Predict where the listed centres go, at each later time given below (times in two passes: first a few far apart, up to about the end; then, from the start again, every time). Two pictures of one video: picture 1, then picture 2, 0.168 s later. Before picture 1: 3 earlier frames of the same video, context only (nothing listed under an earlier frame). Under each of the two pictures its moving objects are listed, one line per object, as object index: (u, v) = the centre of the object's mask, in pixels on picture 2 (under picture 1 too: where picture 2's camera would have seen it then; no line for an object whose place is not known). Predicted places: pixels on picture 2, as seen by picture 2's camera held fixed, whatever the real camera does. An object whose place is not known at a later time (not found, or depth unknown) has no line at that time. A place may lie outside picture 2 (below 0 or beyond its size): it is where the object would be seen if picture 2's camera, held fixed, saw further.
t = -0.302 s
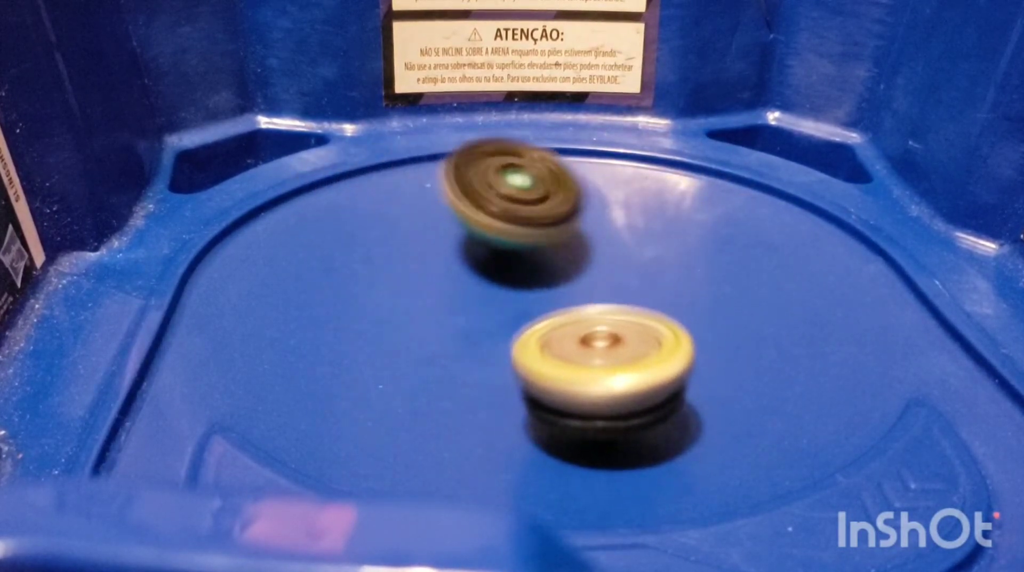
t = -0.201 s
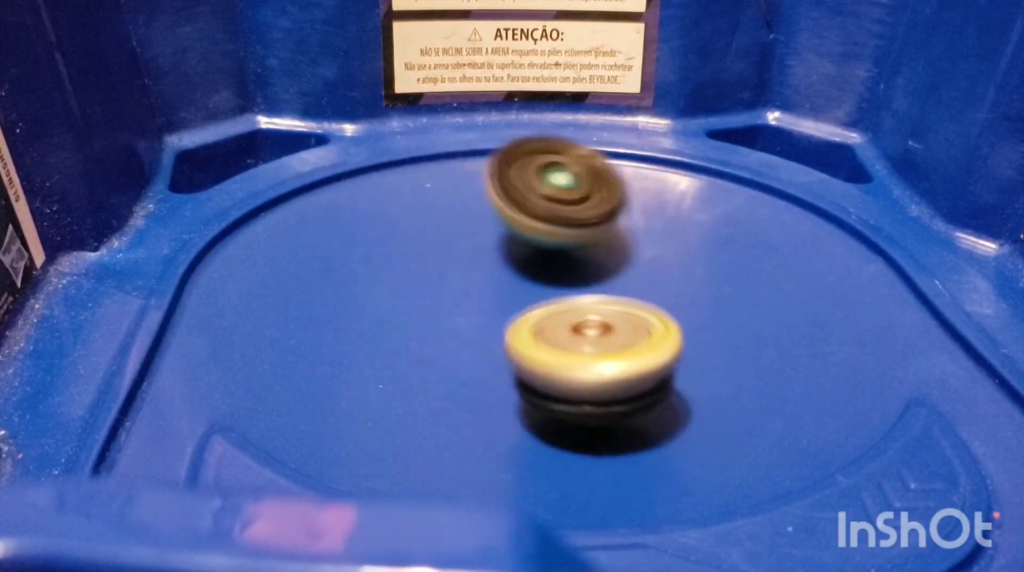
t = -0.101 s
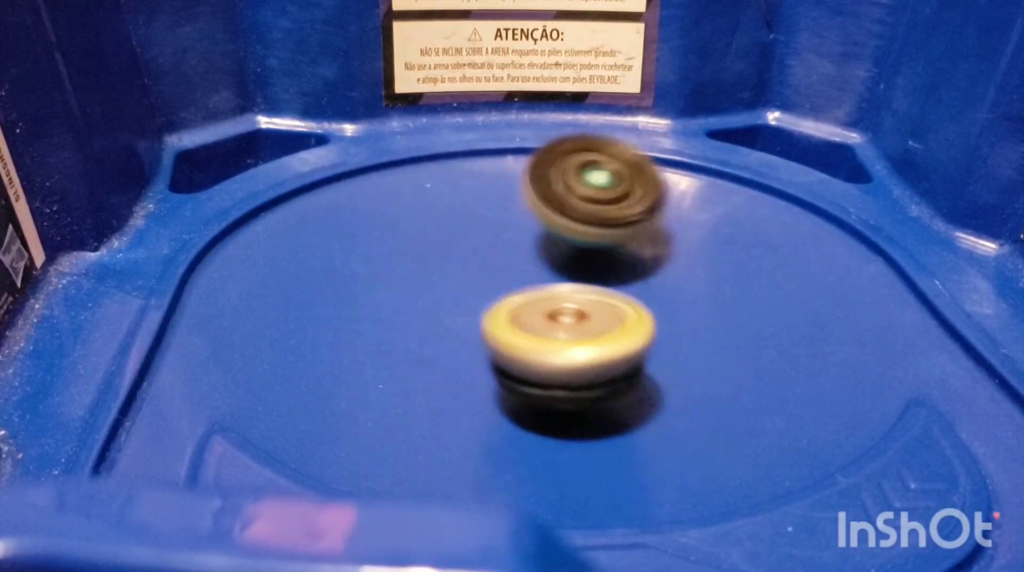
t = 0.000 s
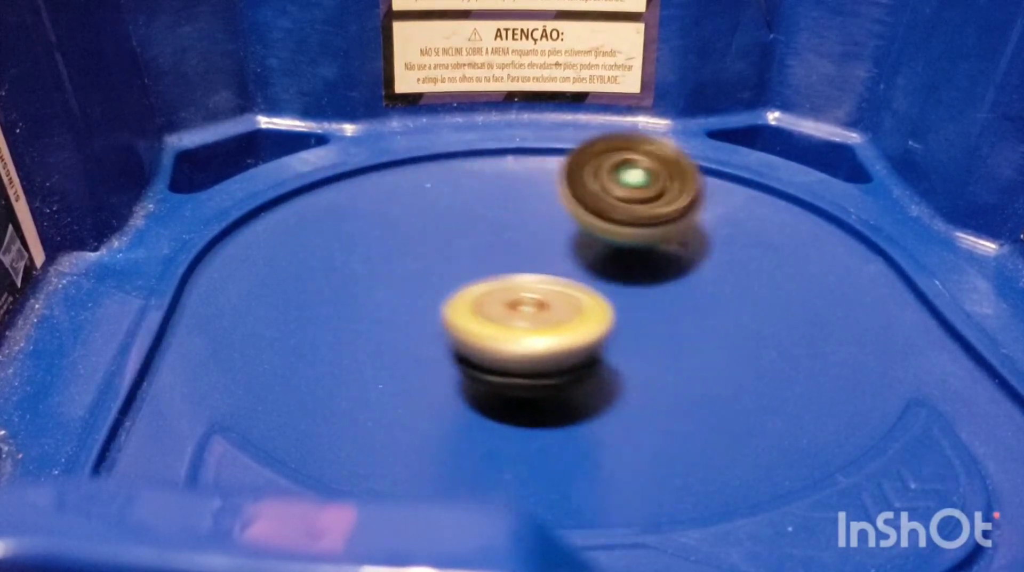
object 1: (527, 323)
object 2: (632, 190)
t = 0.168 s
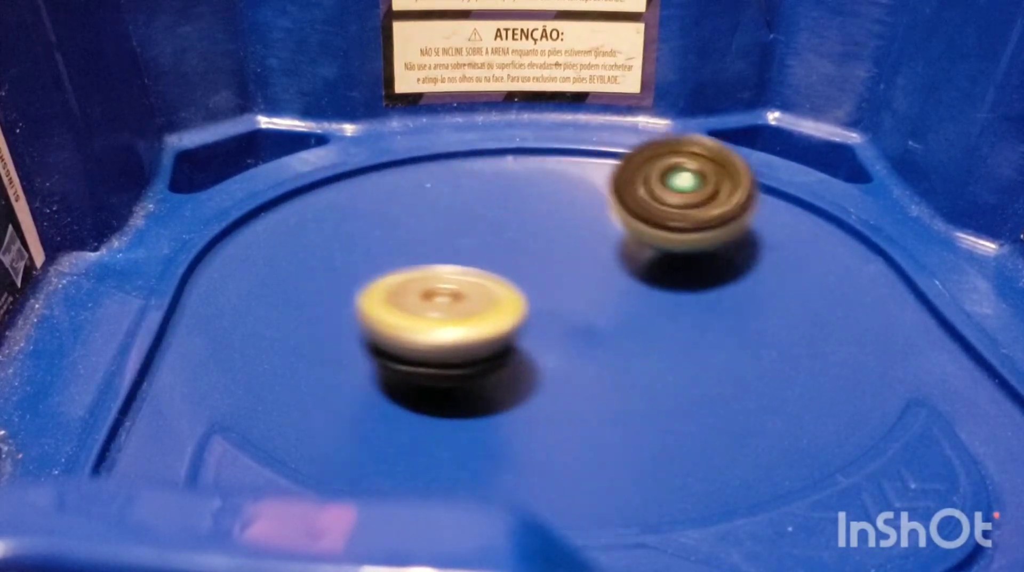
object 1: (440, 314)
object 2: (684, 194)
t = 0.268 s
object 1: (407, 315)
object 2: (706, 202)
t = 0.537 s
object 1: (438, 331)
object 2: (734, 253)
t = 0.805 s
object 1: (461, 263)
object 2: (711, 314)
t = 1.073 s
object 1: (376, 218)
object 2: (626, 356)
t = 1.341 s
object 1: (408, 268)
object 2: (494, 358)
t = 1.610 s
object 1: (516, 201)
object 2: (418, 376)
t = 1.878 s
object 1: (478, 177)
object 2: (422, 323)
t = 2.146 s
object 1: (531, 195)
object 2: (417, 266)
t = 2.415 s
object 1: (592, 206)
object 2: (446, 236)
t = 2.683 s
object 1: (672, 215)
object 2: (470, 217)
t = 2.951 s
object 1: (704, 231)
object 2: (541, 225)
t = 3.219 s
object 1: (742, 258)
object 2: (579, 228)
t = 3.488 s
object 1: (717, 293)
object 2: (579, 240)
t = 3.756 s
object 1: (677, 329)
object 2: (582, 243)
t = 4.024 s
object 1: (614, 338)
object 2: (560, 237)
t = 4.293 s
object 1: (524, 332)
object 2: (518, 239)
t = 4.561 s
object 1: (448, 314)
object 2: (507, 233)
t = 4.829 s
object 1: (387, 289)
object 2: (515, 221)
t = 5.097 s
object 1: (388, 257)
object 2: (554, 230)
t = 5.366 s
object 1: (432, 228)
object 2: (615, 246)
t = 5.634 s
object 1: (494, 205)
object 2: (652, 260)
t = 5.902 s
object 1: (555, 193)
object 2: (638, 274)
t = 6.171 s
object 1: (608, 197)
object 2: (596, 293)
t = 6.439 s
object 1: (656, 229)
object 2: (548, 303)
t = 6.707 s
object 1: (690, 267)
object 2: (496, 288)
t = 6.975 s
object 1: (691, 299)
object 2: (476, 268)
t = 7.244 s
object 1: (649, 322)
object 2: (467, 244)
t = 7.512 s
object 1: (560, 331)
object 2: (494, 240)
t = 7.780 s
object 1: (469, 322)
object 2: (565, 240)
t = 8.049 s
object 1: (421, 297)
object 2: (618, 240)
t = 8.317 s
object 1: (431, 270)
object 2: (620, 246)
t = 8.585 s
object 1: (463, 236)
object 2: (613, 266)
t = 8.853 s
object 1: (512, 211)
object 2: (611, 294)
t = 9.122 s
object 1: (561, 204)
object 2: (605, 295)
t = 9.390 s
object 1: (611, 218)
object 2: (557, 302)
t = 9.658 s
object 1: (670, 247)
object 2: (526, 318)
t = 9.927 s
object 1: (698, 258)
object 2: (500, 328)
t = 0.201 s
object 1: (426, 314)
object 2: (692, 196)
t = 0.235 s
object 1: (416, 314)
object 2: (700, 199)
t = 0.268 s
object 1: (407, 315)
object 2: (706, 202)
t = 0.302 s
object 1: (402, 317)
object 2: (712, 208)
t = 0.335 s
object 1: (399, 320)
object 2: (717, 213)
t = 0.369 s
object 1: (399, 323)
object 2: (721, 219)
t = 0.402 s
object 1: (403, 326)
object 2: (725, 224)
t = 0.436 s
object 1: (409, 329)
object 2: (727, 231)
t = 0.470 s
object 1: (417, 332)
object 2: (730, 238)
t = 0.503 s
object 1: (427, 333)
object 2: (732, 246)
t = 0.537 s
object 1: (438, 331)
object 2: (734, 253)
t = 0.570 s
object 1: (449, 328)
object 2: (733, 262)
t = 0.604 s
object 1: (459, 323)
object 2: (734, 269)
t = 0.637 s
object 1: (469, 317)
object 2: (732, 277)
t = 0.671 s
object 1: (474, 309)
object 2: (730, 285)
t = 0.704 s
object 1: (477, 299)
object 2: (726, 293)
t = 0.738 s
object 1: (475, 288)
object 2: (723, 300)
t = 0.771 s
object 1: (470, 276)
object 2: (717, 307)
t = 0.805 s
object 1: (461, 263)
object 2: (711, 314)
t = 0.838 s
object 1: (452, 250)
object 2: (704, 321)
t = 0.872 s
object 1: (441, 240)
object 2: (696, 327)
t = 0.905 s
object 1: (430, 232)
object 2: (687, 333)
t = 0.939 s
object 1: (418, 226)
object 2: (677, 338)
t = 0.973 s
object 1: (408, 221)
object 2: (665, 344)
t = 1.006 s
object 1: (396, 218)
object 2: (653, 348)
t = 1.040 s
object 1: (386, 217)
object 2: (640, 352)
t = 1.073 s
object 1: (376, 218)
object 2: (626, 356)
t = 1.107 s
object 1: (369, 221)
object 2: (611, 358)
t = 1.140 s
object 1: (363, 228)
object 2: (595, 360)
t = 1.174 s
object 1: (360, 235)
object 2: (579, 362)
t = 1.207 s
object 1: (362, 241)
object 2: (563, 363)
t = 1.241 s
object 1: (367, 250)
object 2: (546, 363)
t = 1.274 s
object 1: (376, 258)
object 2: (527, 362)
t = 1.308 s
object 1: (390, 265)
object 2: (511, 360)
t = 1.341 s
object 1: (408, 268)
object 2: (494, 358)
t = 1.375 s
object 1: (429, 267)
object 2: (479, 359)
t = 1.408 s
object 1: (451, 259)
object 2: (469, 363)
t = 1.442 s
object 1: (470, 252)
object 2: (458, 370)
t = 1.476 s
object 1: (484, 244)
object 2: (447, 374)
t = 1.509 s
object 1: (496, 231)
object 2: (438, 376)
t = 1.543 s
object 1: (506, 223)
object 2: (429, 378)
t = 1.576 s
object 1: (512, 213)
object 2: (423, 378)
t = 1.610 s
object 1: (516, 201)
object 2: (418, 376)
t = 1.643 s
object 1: (517, 193)
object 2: (415, 374)
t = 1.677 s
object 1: (514, 186)
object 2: (413, 370)
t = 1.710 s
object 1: (510, 180)
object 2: (412, 364)
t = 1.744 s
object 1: (504, 176)
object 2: (414, 358)
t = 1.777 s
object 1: (496, 174)
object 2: (415, 350)
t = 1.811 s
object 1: (489, 174)
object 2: (417, 341)
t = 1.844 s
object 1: (483, 175)
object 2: (419, 332)
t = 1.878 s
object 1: (478, 177)
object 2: (422, 323)
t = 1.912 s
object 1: (474, 180)
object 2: (425, 312)
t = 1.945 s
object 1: (473, 184)
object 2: (427, 301)
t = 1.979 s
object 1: (472, 190)
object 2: (429, 291)
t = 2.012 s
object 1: (477, 193)
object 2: (431, 280)
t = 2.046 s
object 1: (485, 196)
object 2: (430, 273)
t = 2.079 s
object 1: (502, 196)
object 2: (422, 271)
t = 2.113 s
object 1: (518, 195)
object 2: (419, 269)
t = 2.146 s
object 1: (531, 195)
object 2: (417, 266)
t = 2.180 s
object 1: (544, 196)
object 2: (416, 262)
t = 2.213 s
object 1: (554, 196)
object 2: (417, 258)
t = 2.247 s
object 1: (562, 198)
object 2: (419, 254)
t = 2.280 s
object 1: (570, 199)
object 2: (421, 250)
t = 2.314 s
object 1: (576, 200)
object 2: (426, 246)
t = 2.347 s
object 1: (582, 202)
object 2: (432, 243)
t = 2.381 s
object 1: (587, 203)
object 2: (438, 239)
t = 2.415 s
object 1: (592, 206)
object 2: (446, 236)
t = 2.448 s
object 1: (596, 208)
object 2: (454, 232)
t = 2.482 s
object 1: (607, 209)
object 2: (457, 228)
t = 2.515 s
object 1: (623, 209)
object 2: (456, 225)
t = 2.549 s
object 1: (637, 210)
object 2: (457, 223)
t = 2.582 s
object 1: (649, 212)
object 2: (459, 221)
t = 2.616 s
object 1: (659, 212)
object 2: (461, 219)
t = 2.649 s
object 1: (666, 214)
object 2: (466, 218)
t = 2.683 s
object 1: (672, 215)
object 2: (470, 217)
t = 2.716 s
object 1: (678, 216)
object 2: (475, 217)
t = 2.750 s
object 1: (683, 217)
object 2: (482, 217)
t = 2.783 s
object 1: (687, 219)
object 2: (489, 218)
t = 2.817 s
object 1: (692, 220)
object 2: (498, 220)
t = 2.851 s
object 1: (695, 223)
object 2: (508, 222)
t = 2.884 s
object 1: (699, 226)
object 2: (518, 223)
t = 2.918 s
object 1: (701, 228)
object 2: (529, 224)
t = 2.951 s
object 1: (704, 231)
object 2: (541, 225)
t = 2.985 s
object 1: (710, 235)
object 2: (552, 226)
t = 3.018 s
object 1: (722, 239)
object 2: (555, 225)
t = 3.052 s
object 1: (732, 242)
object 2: (560, 225)
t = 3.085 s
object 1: (738, 246)
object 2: (564, 225)
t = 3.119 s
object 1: (742, 249)
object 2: (568, 225)
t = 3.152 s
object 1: (743, 252)
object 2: (572, 226)
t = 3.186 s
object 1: (743, 255)
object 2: (576, 226)
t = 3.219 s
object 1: (742, 258)
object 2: (579, 228)
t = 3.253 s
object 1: (739, 262)
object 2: (582, 229)
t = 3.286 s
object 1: (735, 266)
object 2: (585, 231)
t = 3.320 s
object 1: (733, 270)
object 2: (585, 232)
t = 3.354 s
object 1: (734, 276)
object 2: (583, 233)
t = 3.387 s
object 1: (732, 281)
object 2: (581, 234)
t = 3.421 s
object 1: (728, 285)
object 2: (579, 236)
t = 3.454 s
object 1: (723, 289)
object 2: (579, 238)
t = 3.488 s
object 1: (717, 293)
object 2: (579, 240)
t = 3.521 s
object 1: (710, 297)
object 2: (579, 242)
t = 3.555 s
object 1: (704, 302)
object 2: (579, 242)
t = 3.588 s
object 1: (701, 307)
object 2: (579, 242)
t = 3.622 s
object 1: (697, 312)
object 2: (579, 242)
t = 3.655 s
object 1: (693, 317)
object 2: (580, 243)
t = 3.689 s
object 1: (688, 322)
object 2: (581, 243)
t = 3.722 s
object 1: (683, 326)
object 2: (581, 243)
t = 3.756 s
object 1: (677, 329)
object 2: (582, 243)
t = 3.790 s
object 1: (671, 332)
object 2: (582, 242)
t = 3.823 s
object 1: (664, 334)
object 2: (581, 242)
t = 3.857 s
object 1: (657, 336)
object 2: (580, 242)
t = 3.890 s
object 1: (650, 337)
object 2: (578, 241)
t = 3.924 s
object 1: (642, 338)
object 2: (576, 240)
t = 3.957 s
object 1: (634, 338)
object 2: (571, 238)
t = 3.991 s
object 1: (624, 338)
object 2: (566, 238)
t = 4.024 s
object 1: (614, 338)
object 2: (560, 237)
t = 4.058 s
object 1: (604, 338)
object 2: (554, 237)
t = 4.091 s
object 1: (592, 338)
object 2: (548, 238)
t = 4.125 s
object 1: (581, 337)
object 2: (541, 238)
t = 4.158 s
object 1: (569, 337)
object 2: (536, 238)
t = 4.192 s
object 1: (557, 337)
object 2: (530, 238)
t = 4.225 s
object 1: (545, 335)
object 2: (525, 238)
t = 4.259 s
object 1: (534, 335)
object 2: (521, 239)
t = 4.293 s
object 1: (524, 332)
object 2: (518, 239)
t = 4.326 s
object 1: (514, 332)
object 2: (516, 239)
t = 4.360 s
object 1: (504, 329)
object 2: (514, 239)
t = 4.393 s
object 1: (495, 326)
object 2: (514, 238)
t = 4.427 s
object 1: (484, 326)
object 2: (513, 237)
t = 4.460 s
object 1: (474, 324)
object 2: (512, 237)
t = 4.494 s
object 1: (464, 322)
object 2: (510, 235)
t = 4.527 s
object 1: (456, 318)
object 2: (508, 234)
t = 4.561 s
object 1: (448, 314)
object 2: (507, 233)
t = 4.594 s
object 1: (436, 312)
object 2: (508, 231)
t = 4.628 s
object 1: (424, 310)
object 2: (509, 229)
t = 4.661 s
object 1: (414, 308)
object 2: (509, 227)
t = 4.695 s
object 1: (406, 304)
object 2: (510, 225)
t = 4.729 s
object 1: (400, 300)
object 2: (511, 223)
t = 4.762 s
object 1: (395, 296)
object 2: (512, 222)
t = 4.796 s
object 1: (391, 292)
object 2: (514, 222)
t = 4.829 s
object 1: (387, 289)
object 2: (515, 221)
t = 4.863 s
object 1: (384, 285)
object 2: (517, 221)
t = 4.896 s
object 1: (383, 280)
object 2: (520, 222)
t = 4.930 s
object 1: (382, 277)
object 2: (524, 223)
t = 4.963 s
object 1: (382, 272)
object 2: (529, 224)
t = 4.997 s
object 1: (382, 269)
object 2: (534, 225)
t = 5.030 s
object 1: (384, 264)
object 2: (540, 226)
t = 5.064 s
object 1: (386, 260)
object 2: (546, 228)
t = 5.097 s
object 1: (388, 257)
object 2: (554, 230)
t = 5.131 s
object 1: (392, 253)
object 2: (561, 231)
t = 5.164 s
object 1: (397, 249)
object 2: (568, 233)
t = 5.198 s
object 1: (401, 246)
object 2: (576, 235)
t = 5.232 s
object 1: (407, 242)
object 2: (583, 237)
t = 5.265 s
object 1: (413, 239)
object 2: (591, 240)
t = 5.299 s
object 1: (419, 235)
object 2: (599, 241)
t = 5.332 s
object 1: (425, 231)
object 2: (607, 243)
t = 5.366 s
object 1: (432, 228)
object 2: (615, 246)
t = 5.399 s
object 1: (440, 225)
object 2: (622, 248)
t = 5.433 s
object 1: (447, 221)
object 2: (630, 250)
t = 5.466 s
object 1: (455, 218)
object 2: (636, 252)
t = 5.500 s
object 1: (462, 216)
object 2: (641, 254)
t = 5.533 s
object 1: (470, 212)
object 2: (645, 256)
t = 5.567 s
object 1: (478, 210)
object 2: (649, 258)
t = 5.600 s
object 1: (486, 208)
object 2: (651, 259)
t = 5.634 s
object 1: (494, 205)
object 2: (652, 260)
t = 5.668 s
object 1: (502, 203)
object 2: (652, 261)
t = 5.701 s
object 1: (510, 201)
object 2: (653, 263)
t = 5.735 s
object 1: (519, 199)
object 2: (652, 264)
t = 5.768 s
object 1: (526, 198)
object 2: (650, 266)
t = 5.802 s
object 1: (534, 197)
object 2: (648, 267)
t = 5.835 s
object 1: (541, 195)
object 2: (645, 269)
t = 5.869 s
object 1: (548, 194)
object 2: (642, 271)
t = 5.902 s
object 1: (555, 193)
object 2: (638, 274)
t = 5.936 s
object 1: (562, 192)
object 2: (634, 276)
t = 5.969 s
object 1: (569, 191)
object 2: (630, 278)
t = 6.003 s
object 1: (575, 191)
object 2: (625, 280)
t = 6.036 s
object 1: (582, 191)
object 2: (620, 282)
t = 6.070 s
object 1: (589, 192)
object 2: (616, 284)
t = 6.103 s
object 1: (595, 194)
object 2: (610, 286)
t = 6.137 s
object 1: (601, 194)
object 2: (605, 288)
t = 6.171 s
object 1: (608, 197)
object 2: (596, 293)
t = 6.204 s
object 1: (614, 200)
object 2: (587, 297)
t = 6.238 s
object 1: (621, 203)
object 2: (577, 300)
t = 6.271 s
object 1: (627, 208)
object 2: (568, 302)
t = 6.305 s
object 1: (633, 211)
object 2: (561, 303)
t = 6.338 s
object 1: (639, 215)
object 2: (556, 304)
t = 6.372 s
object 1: (645, 221)
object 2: (553, 304)
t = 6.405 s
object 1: (651, 224)
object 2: (551, 304)
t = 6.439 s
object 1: (656, 229)
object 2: (548, 303)
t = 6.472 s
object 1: (662, 234)
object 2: (544, 303)
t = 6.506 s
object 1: (667, 239)
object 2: (540, 302)
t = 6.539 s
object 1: (672, 244)
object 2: (533, 300)
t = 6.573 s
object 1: (677, 249)
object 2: (526, 298)
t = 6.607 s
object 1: (681, 254)
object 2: (518, 296)
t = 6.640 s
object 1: (684, 258)
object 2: (510, 294)
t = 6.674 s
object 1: (687, 263)
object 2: (503, 291)
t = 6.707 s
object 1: (690, 267)
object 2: (496, 288)
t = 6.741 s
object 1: (692, 271)
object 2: (491, 285)
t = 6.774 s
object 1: (693, 276)
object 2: (486, 282)
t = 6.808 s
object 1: (695, 280)
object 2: (482, 279)
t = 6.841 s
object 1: (695, 285)
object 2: (479, 277)
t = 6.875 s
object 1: (695, 289)
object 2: (477, 275)
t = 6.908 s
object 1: (694, 292)
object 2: (476, 273)
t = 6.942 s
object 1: (693, 296)
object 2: (475, 270)
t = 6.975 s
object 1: (691, 299)
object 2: (476, 268)
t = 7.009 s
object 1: (688, 303)
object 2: (476, 265)
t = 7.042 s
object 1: (685, 306)
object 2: (476, 262)
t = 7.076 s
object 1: (681, 309)
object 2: (474, 257)
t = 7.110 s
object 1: (676, 312)
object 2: (471, 253)
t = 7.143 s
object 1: (670, 315)
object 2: (469, 249)
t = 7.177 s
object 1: (664, 317)
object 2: (468, 246)
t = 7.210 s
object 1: (657, 320)
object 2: (467, 245)
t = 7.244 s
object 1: (649, 322)
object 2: (467, 244)
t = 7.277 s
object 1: (640, 324)
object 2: (467, 244)
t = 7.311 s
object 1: (631, 325)
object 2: (467, 244)
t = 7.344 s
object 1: (620, 327)
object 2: (469, 244)
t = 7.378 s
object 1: (609, 329)
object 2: (471, 244)
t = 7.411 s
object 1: (598, 330)
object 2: (476, 244)
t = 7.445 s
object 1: (585, 330)
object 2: (482, 244)
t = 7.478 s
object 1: (573, 331)
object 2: (487, 242)
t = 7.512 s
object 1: (560, 331)
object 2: (494, 240)
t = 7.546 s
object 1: (547, 332)
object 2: (502, 238)
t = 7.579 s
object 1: (535, 330)
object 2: (509, 237)
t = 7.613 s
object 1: (523, 331)
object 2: (517, 236)
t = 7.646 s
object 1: (512, 329)
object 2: (525, 236)
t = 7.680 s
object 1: (500, 328)
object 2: (535, 236)
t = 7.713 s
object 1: (490, 326)
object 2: (544, 237)
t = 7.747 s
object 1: (479, 324)
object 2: (555, 238)
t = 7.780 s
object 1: (469, 322)
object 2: (565, 240)
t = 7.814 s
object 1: (460, 320)
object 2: (574, 242)
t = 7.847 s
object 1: (452, 317)
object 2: (583, 241)
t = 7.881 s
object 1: (445, 313)
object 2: (591, 241)
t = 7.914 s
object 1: (438, 310)
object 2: (599, 241)
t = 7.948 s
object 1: (433, 307)
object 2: (605, 240)
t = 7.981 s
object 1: (427, 304)
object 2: (610, 240)
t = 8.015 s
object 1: (424, 301)
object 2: (615, 240)
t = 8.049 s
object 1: (421, 297)
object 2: (618, 240)
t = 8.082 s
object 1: (419, 294)
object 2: (621, 240)
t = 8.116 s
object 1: (418, 290)
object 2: (622, 239)
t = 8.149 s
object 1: (418, 287)
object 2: (623, 240)
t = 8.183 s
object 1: (419, 283)
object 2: (624, 241)
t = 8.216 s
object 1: (421, 280)
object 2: (623, 241)
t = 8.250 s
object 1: (423, 276)
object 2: (622, 243)
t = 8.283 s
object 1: (426, 273)
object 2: (621, 244)
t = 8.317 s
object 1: (431, 270)
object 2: (620, 246)
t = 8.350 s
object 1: (435, 265)
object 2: (620, 247)
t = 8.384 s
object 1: (439, 262)
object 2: (620, 250)
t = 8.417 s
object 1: (443, 257)
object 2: (620, 252)
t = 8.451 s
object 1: (446, 253)
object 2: (619, 255)
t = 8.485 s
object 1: (449, 249)
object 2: (617, 257)
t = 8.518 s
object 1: (454, 244)
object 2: (615, 260)
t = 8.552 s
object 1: (458, 240)
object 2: (613, 262)
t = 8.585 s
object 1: (463, 236)
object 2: (613, 266)
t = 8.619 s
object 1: (469, 232)
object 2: (613, 271)
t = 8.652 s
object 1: (474, 227)
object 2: (614, 277)
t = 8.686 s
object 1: (480, 224)
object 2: (613, 282)
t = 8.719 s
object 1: (485, 221)
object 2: (612, 286)
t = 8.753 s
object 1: (492, 218)
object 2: (611, 289)
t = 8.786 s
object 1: (499, 215)
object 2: (610, 291)
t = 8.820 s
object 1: (506, 213)
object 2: (611, 293)
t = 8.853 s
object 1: (512, 211)
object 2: (611, 294)
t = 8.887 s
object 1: (519, 210)
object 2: (611, 295)
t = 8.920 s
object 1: (526, 208)
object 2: (611, 295)
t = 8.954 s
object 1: (532, 207)
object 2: (610, 296)
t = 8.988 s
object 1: (538, 206)
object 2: (609, 296)
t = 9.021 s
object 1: (544, 205)
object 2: (609, 296)
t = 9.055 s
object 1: (549, 204)
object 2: (607, 296)
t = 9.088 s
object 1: (556, 204)
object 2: (606, 296)
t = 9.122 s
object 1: (561, 204)
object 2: (605, 295)
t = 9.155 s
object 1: (567, 204)
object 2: (603, 294)
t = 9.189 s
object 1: (574, 204)
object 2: (601, 294)
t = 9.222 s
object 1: (580, 204)
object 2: (598, 294)
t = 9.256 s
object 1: (586, 205)
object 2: (593, 295)
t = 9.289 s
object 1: (593, 208)
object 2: (587, 296)
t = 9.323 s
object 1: (599, 210)
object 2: (578, 299)
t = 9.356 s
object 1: (604, 213)
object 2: (567, 301)
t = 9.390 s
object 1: (611, 218)
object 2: (557, 302)
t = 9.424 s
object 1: (617, 222)
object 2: (548, 302)
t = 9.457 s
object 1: (623, 227)
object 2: (542, 303)
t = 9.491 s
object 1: (628, 231)
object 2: (539, 304)
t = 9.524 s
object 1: (635, 235)
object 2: (541, 305)
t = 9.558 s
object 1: (641, 240)
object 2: (545, 305)
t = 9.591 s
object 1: (650, 242)
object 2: (545, 307)
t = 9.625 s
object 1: (661, 245)
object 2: (535, 313)
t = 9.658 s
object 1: (670, 247)
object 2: (526, 318)
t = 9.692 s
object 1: (679, 249)
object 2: (520, 322)
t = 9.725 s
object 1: (685, 249)
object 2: (515, 325)
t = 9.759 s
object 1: (690, 250)
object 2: (510, 327)
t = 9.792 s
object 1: (694, 251)
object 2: (507, 329)
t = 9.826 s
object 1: (697, 253)
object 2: (504, 330)
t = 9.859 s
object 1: (699, 255)
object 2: (503, 330)
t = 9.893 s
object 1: (699, 256)
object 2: (501, 329)
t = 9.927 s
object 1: (698, 258)
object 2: (500, 328)
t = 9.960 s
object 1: (696, 260)
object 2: (500, 325)
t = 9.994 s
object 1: (692, 263)
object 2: (499, 321)
